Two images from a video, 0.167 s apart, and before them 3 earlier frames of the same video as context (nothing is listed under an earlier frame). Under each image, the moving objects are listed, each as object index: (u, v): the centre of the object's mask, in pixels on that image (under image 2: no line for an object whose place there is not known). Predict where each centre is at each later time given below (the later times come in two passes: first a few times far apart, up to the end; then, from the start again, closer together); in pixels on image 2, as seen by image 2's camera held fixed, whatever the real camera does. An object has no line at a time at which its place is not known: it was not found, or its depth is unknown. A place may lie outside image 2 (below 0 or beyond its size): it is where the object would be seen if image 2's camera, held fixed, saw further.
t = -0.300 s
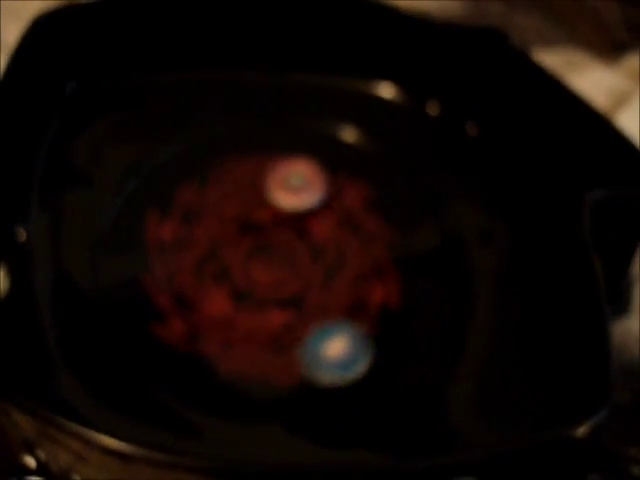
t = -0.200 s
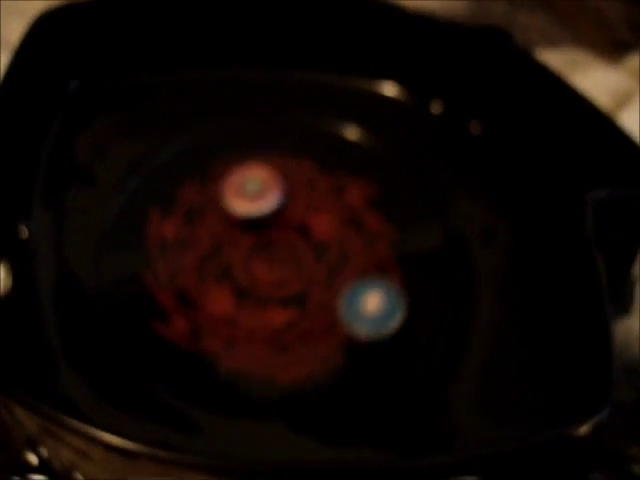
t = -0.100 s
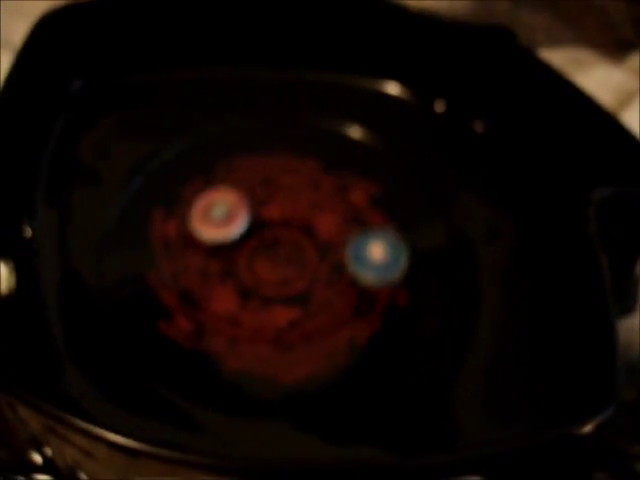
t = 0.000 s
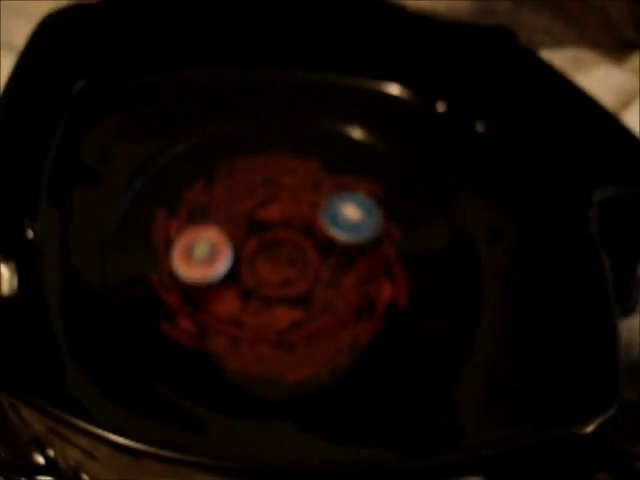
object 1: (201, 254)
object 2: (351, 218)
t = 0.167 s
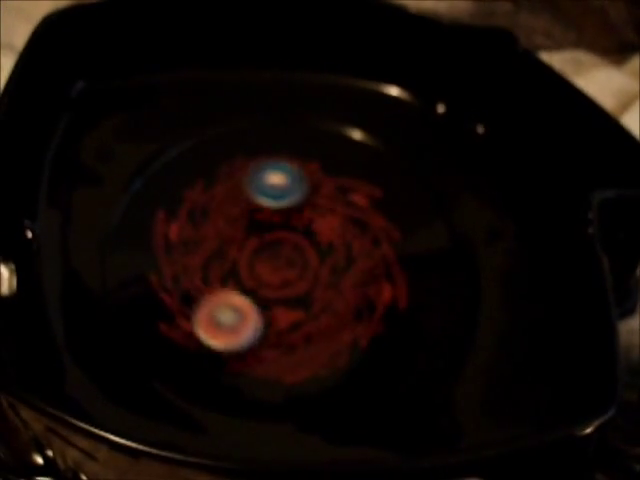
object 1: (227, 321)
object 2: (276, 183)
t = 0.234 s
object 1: (258, 336)
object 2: (241, 183)
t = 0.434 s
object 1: (356, 309)
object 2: (162, 236)
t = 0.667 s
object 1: (354, 215)
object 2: (213, 331)
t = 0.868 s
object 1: (269, 191)
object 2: (331, 313)
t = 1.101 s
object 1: (191, 249)
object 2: (368, 212)
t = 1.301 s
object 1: (229, 324)
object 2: (296, 158)
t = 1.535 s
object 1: (344, 309)
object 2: (200, 209)
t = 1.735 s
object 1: (363, 229)
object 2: (226, 298)
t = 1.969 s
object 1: (280, 181)
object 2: (345, 322)
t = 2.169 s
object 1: (204, 224)
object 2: (406, 245)
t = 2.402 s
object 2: (328, 181)
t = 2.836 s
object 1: (372, 241)
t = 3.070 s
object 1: (297, 186)
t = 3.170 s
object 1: (253, 194)
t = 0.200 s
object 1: (240, 330)
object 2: (259, 182)
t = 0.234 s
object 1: (258, 336)
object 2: (241, 183)
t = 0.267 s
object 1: (276, 339)
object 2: (223, 186)
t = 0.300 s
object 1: (293, 339)
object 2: (208, 192)
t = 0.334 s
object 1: (311, 335)
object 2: (194, 199)
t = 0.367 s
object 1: (328, 329)
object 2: (181, 209)
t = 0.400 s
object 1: (343, 320)
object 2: (170, 222)
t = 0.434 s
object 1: (356, 309)
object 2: (162, 236)
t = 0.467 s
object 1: (365, 296)
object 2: (157, 250)
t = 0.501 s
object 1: (372, 282)
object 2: (156, 267)
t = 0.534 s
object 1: (375, 267)
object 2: (160, 283)
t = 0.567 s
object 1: (374, 253)
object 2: (167, 298)
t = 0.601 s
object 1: (369, 239)
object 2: (180, 312)
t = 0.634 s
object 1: (363, 227)
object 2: (196, 323)
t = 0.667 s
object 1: (354, 215)
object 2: (213, 331)
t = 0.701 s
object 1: (342, 206)
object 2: (233, 336)
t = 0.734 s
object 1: (329, 199)
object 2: (255, 339)
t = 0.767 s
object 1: (314, 194)
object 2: (277, 336)
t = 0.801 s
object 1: (300, 191)
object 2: (297, 331)
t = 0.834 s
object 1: (284, 190)
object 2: (315, 323)
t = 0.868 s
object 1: (269, 191)
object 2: (331, 313)
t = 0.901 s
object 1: (255, 194)
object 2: (344, 301)
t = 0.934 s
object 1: (240, 199)
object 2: (355, 287)
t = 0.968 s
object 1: (227, 206)
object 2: (363, 274)
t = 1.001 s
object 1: (214, 213)
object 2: (369, 257)
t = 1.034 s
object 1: (205, 225)
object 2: (371, 243)
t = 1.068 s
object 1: (197, 236)
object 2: (372, 227)
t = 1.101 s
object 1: (191, 249)
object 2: (368, 212)
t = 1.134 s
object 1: (190, 263)
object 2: (361, 198)
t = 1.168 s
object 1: (189, 277)
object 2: (352, 185)
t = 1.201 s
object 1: (195, 291)
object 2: (341, 176)
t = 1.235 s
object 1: (203, 304)
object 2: (327, 167)
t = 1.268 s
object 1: (215, 315)
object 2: (313, 159)
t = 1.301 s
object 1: (229, 324)
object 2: (296, 158)
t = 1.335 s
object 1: (245, 331)
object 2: (279, 157)
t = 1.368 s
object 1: (262, 335)
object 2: (263, 159)
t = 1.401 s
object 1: (280, 335)
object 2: (247, 164)
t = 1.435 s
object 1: (298, 333)
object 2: (232, 172)
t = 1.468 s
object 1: (315, 328)
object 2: (218, 182)
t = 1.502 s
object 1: (330, 320)
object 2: (207, 195)
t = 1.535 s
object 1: (344, 309)
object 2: (200, 209)
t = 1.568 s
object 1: (354, 298)
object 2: (196, 226)
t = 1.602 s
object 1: (363, 284)
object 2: (196, 242)
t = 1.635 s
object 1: (366, 271)
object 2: (200, 258)
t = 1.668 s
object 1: (368, 257)
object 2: (205, 272)
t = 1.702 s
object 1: (366, 243)
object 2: (215, 286)
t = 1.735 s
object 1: (363, 229)
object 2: (226, 298)
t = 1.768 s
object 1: (356, 216)
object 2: (239, 309)
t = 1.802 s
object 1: (347, 206)
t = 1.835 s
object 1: (336, 196)
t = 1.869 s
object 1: (322, 190)
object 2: (289, 330)
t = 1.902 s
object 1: (308, 185)
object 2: (309, 331)
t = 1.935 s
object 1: (294, 182)
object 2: (329, 329)
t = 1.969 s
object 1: (280, 181)
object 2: (345, 322)
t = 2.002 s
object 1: (264, 183)
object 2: (362, 314)
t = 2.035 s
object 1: (249, 187)
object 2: (377, 303)
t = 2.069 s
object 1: (236, 194)
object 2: (389, 292)
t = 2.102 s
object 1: (223, 201)
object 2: (398, 277)
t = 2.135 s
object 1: (213, 212)
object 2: (404, 262)
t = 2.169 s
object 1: (204, 224)
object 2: (406, 245)
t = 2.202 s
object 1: (199, 237)
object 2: (404, 232)
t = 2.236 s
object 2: (398, 219)
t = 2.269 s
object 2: (389, 207)
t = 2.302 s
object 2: (376, 197)
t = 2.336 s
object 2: (361, 189)
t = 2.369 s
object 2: (345, 183)
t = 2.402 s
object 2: (328, 181)
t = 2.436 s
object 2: (311, 180)
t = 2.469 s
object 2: (293, 184)
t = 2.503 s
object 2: (276, 190)
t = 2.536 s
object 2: (262, 196)
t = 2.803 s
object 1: (374, 254)
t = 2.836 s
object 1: (372, 241)
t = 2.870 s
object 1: (367, 228)
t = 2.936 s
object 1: (351, 207)
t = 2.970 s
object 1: (340, 198)
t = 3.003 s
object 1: (326, 193)
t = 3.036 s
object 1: (311, 188)
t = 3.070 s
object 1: (297, 186)
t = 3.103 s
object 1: (282, 187)
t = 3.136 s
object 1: (267, 189)
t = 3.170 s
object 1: (253, 194)
